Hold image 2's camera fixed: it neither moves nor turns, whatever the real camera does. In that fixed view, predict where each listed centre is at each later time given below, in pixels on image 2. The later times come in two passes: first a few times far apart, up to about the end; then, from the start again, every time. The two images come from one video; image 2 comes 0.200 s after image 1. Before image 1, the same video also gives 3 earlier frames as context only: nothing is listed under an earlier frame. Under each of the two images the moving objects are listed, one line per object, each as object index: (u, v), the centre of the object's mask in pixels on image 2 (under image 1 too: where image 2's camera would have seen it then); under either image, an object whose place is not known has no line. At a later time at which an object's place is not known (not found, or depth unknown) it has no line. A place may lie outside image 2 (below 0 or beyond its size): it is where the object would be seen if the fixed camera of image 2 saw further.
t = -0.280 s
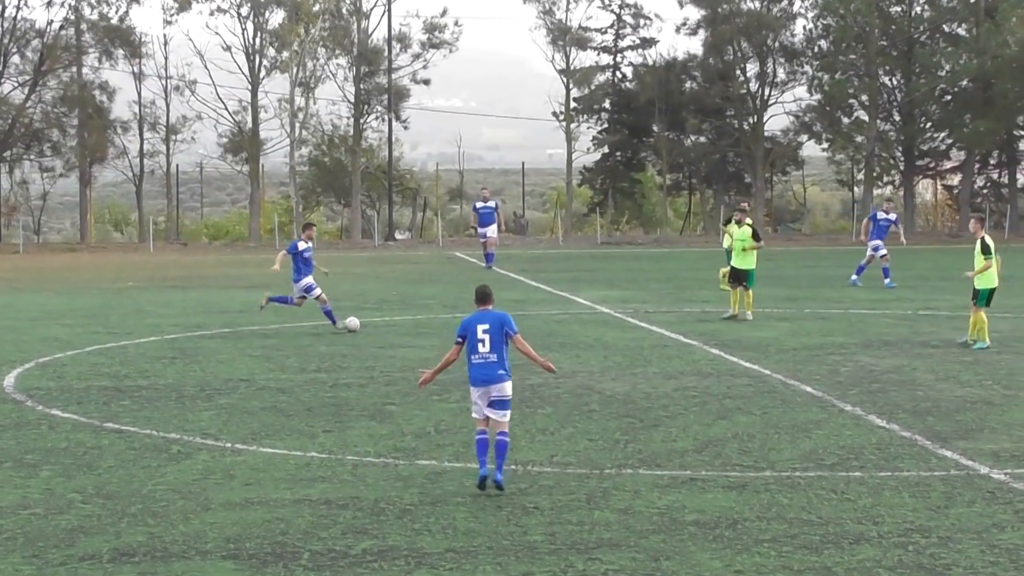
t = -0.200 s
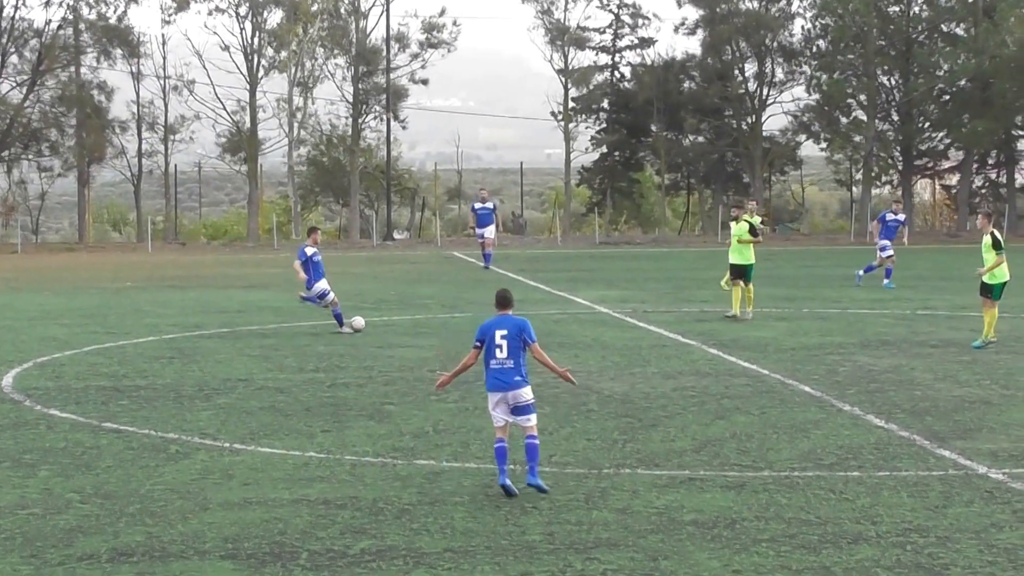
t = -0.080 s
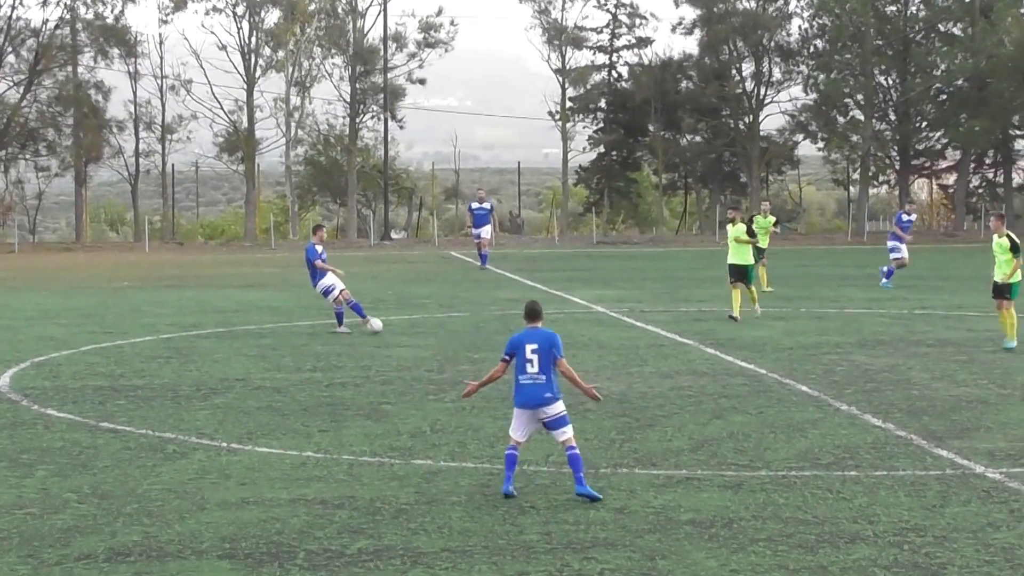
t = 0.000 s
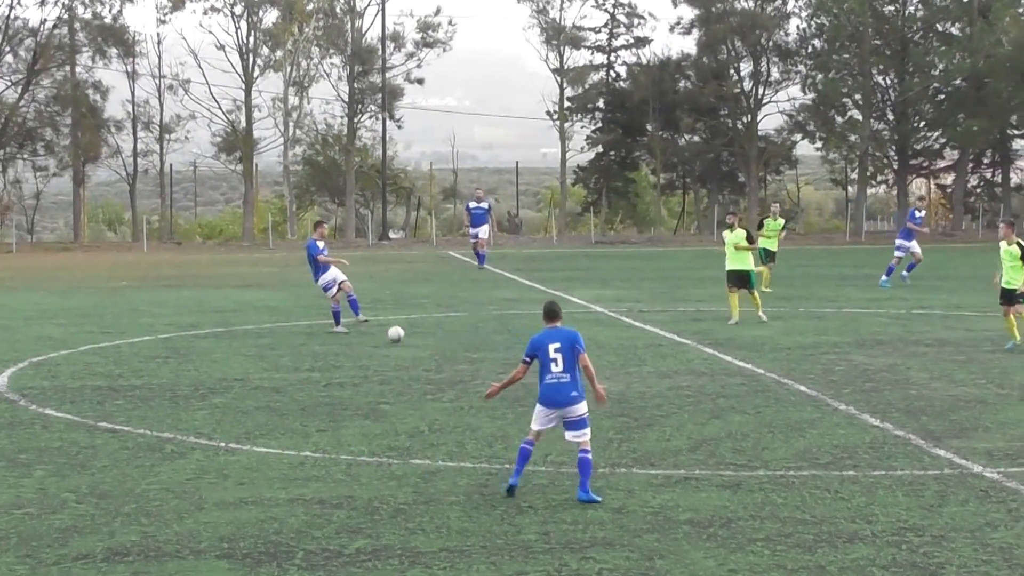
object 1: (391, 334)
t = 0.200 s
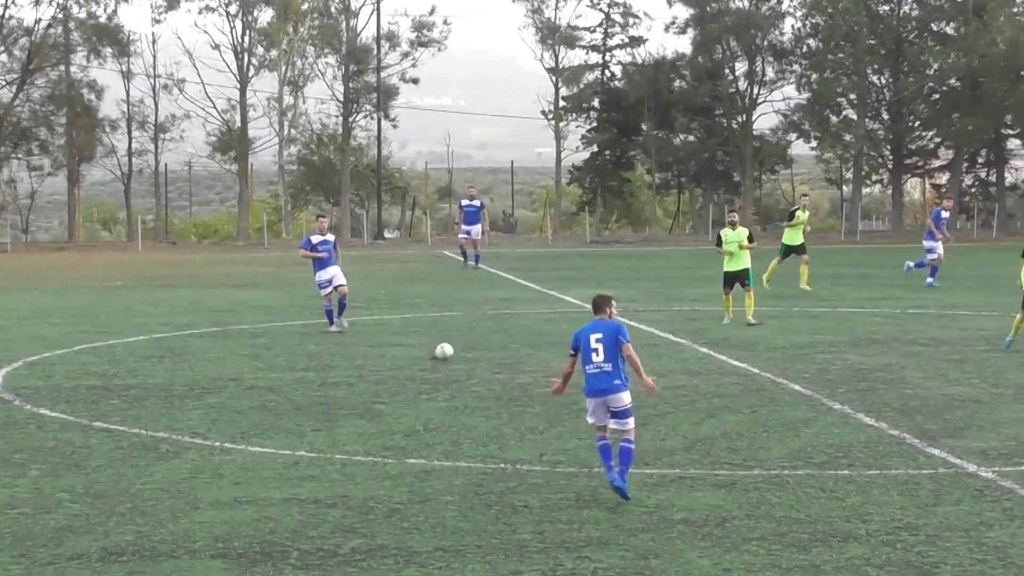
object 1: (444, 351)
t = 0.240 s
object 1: (455, 353)
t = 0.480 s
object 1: (510, 376)
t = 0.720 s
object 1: (559, 405)
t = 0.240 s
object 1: (455, 353)
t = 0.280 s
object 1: (464, 358)
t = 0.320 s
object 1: (474, 365)
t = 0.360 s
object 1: (483, 368)
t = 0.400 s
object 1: (493, 368)
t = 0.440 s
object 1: (501, 370)
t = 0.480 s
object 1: (510, 376)
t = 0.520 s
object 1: (519, 381)
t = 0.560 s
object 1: (528, 389)
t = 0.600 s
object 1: (536, 400)
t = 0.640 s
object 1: (544, 399)
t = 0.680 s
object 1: (552, 401)
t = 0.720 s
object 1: (559, 405)
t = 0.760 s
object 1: (567, 410)
